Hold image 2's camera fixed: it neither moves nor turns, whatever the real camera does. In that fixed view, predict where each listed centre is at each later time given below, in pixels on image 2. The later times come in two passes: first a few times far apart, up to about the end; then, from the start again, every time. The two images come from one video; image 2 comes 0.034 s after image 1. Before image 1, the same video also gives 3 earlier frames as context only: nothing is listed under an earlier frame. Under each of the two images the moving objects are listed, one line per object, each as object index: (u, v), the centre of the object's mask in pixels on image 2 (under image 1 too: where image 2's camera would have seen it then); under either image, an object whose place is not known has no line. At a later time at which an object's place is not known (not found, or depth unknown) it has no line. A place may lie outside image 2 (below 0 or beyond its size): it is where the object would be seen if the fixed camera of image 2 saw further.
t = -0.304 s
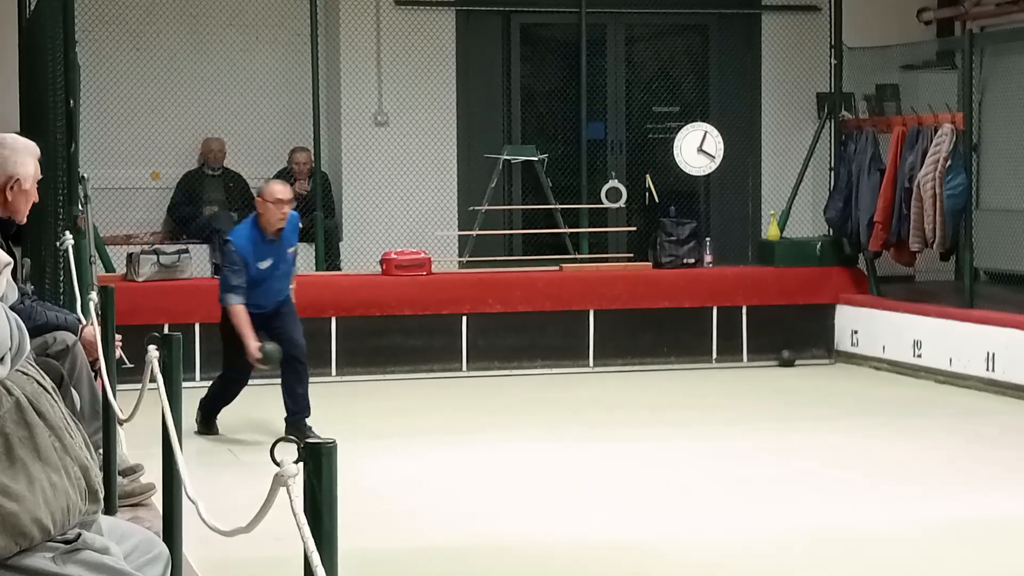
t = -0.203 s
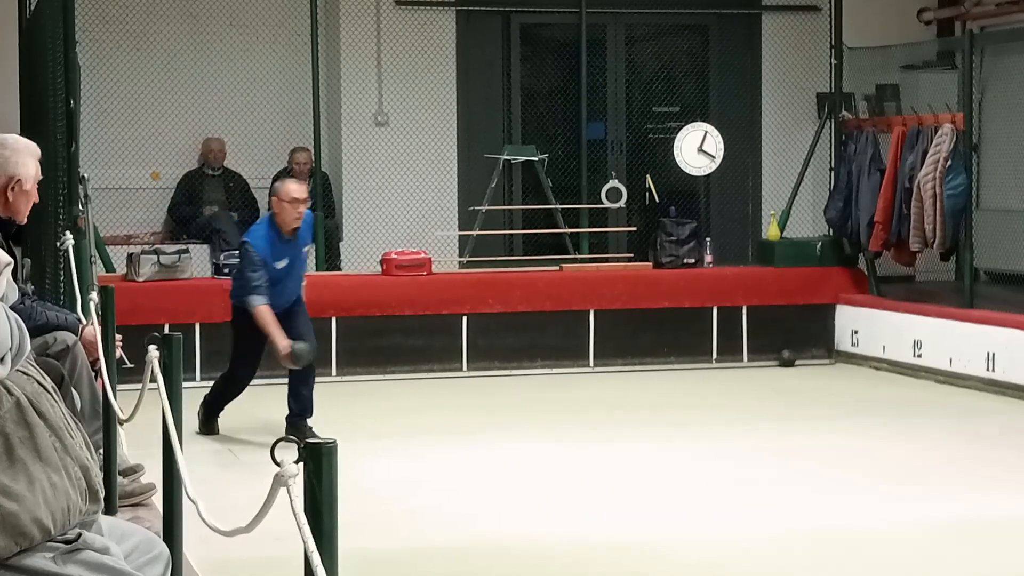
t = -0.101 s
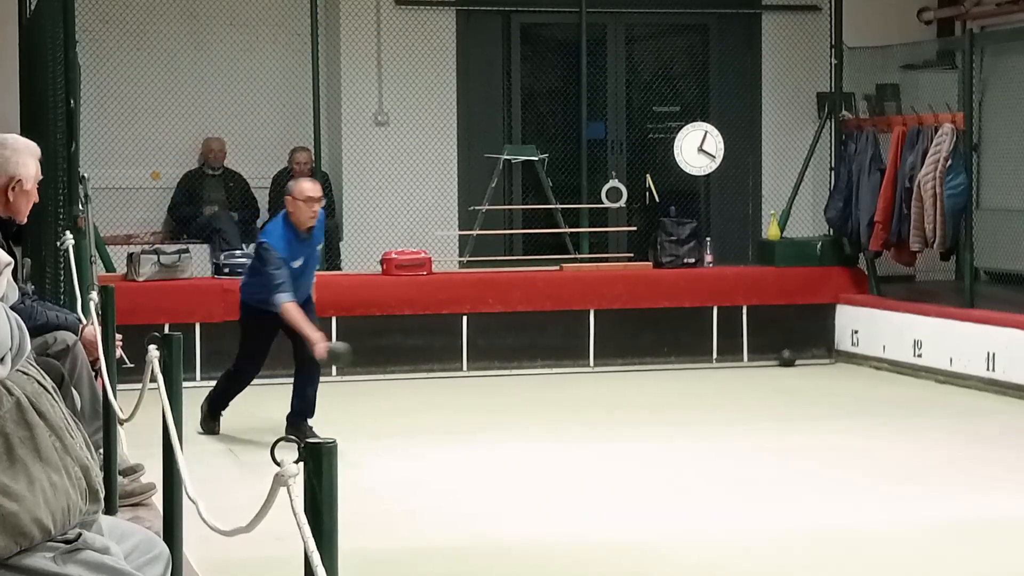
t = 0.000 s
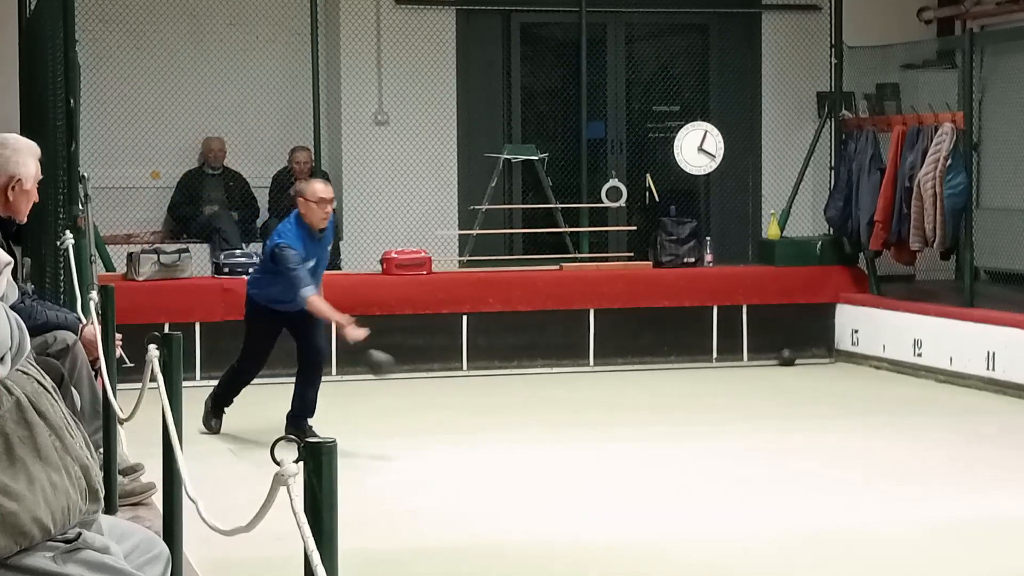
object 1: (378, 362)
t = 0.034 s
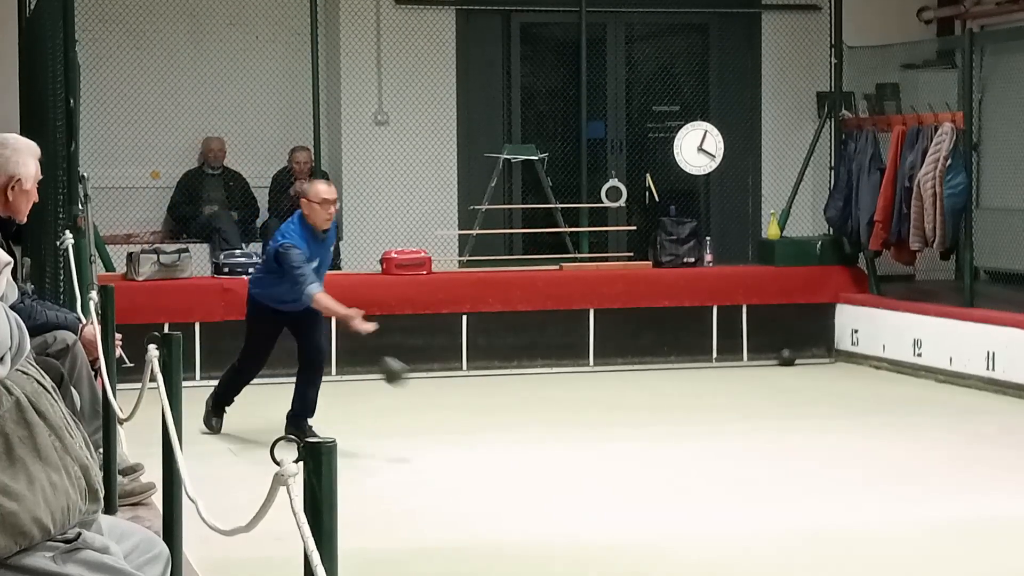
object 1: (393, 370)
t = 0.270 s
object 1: (497, 450)
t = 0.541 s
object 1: (601, 473)
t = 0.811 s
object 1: (718, 490)
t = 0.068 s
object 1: (407, 381)
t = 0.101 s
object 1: (424, 396)
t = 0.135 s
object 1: (439, 411)
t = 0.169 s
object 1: (454, 428)
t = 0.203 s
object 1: (471, 450)
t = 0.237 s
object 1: (485, 454)
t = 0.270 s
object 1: (497, 450)
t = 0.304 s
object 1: (509, 448)
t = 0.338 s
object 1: (521, 448)
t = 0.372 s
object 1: (533, 451)
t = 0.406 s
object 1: (546, 456)
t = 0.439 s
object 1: (558, 464)
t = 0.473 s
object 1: (573, 470)
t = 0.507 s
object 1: (586, 470)
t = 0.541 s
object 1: (601, 473)
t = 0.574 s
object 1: (615, 477)
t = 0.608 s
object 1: (629, 478)
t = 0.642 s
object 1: (643, 481)
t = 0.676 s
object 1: (658, 483)
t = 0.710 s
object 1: (672, 485)
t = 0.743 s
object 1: (688, 487)
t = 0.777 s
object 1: (703, 489)
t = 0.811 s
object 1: (718, 490)
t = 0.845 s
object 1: (733, 493)
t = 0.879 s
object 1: (748, 495)
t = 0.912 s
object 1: (762, 497)
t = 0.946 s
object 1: (777, 500)
